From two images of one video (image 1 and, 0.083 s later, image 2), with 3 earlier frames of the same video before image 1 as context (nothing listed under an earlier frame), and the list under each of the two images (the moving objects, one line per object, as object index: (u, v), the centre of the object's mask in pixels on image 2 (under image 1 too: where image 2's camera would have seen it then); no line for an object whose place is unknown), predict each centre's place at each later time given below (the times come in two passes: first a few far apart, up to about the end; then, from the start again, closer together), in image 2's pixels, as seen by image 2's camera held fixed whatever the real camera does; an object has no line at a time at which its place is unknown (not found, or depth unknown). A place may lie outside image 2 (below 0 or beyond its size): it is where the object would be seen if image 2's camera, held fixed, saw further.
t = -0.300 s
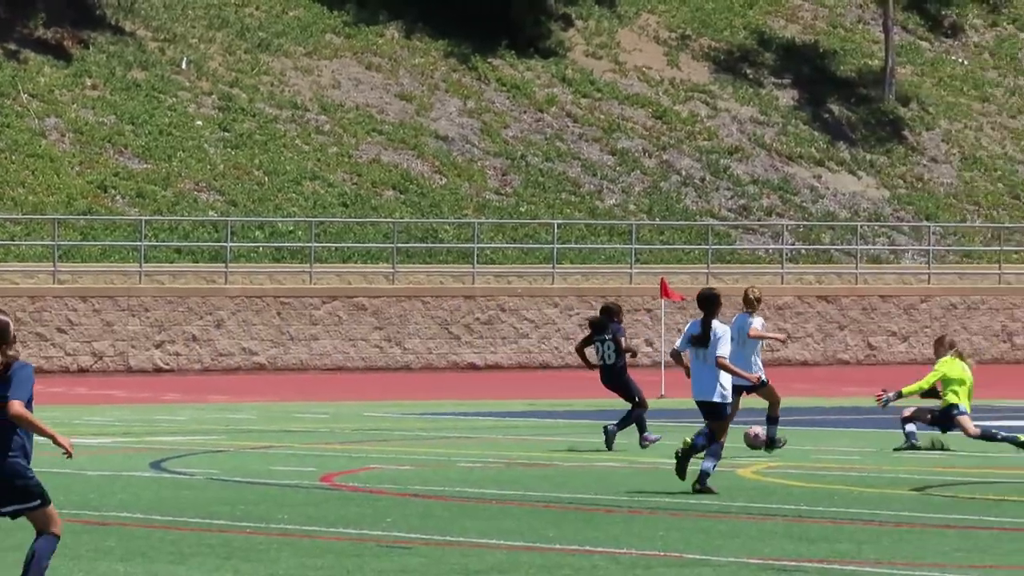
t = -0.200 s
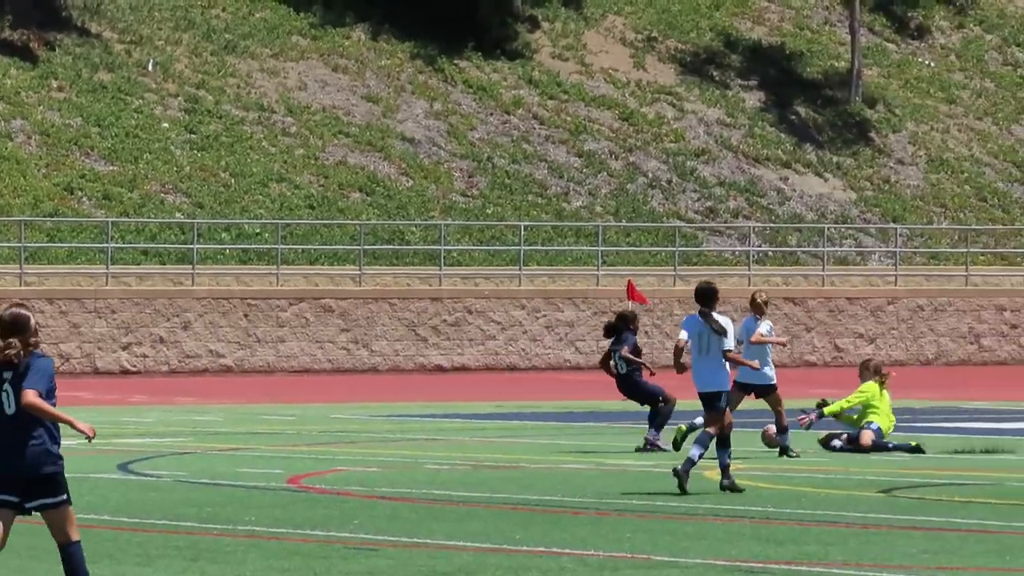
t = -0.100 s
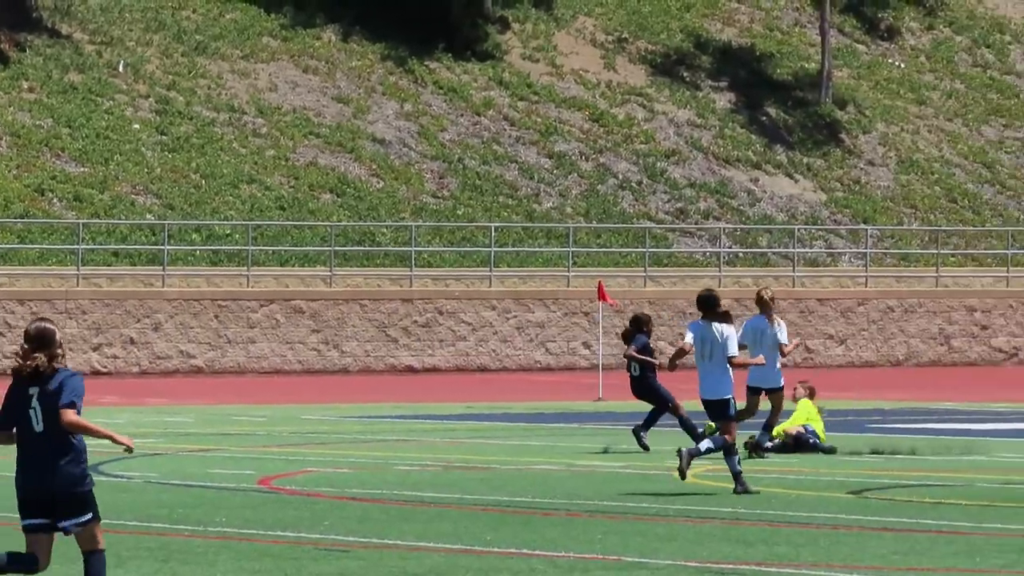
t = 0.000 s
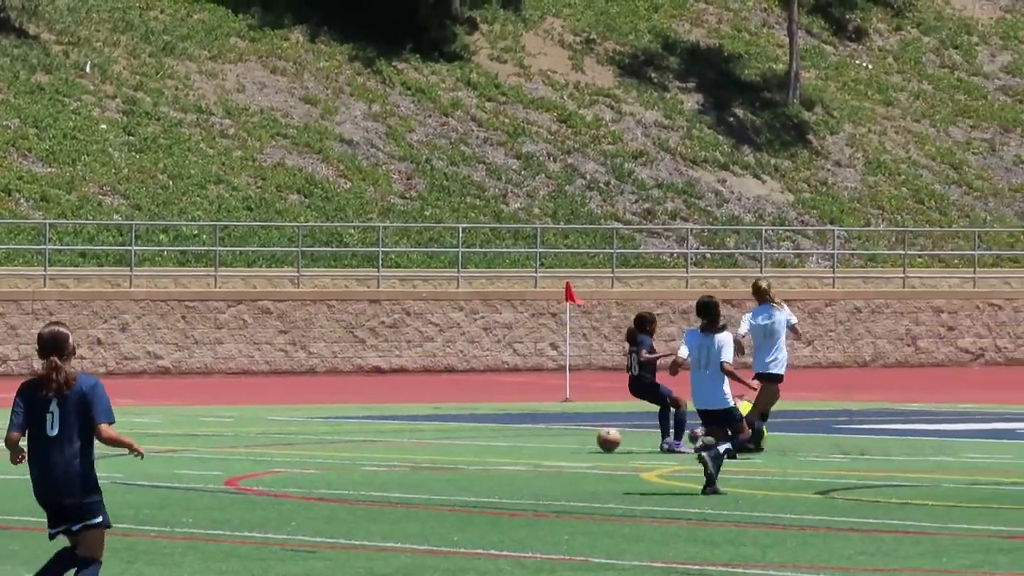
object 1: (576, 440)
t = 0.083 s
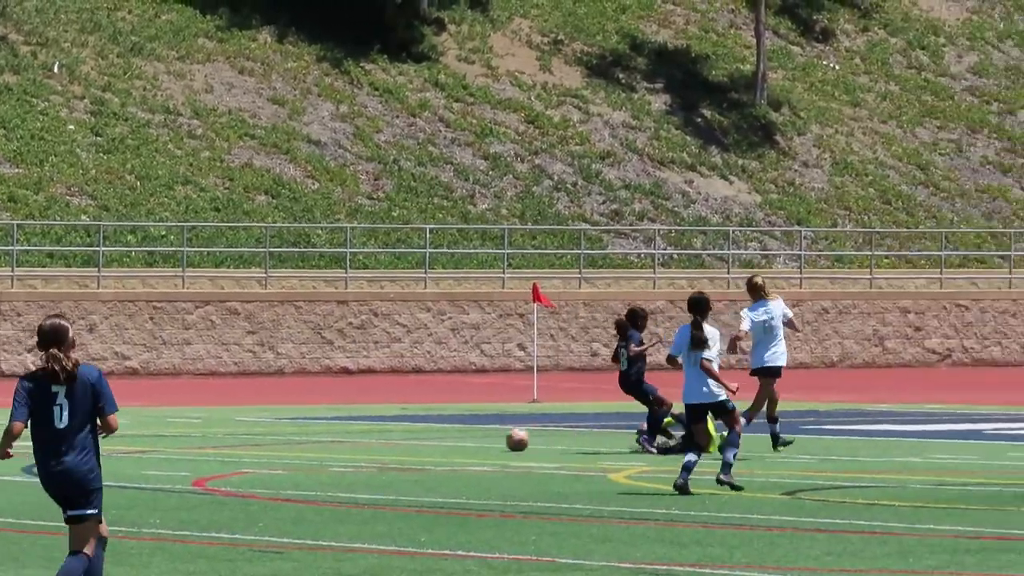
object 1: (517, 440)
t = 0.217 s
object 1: (435, 440)
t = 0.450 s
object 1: (319, 439)
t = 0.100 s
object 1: (507, 440)
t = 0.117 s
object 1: (497, 439)
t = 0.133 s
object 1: (487, 438)
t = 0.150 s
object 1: (476, 439)
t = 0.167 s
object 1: (466, 438)
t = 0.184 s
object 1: (456, 438)
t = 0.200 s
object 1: (446, 439)
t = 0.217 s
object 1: (435, 440)
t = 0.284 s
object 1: (399, 439)
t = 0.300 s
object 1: (390, 438)
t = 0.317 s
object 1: (382, 437)
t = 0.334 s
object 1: (374, 438)
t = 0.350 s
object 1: (366, 438)
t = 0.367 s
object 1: (358, 437)
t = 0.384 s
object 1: (349, 438)
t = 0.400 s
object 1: (342, 439)
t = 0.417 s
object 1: (333, 440)
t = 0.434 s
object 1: (326, 440)
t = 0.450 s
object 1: (319, 439)
